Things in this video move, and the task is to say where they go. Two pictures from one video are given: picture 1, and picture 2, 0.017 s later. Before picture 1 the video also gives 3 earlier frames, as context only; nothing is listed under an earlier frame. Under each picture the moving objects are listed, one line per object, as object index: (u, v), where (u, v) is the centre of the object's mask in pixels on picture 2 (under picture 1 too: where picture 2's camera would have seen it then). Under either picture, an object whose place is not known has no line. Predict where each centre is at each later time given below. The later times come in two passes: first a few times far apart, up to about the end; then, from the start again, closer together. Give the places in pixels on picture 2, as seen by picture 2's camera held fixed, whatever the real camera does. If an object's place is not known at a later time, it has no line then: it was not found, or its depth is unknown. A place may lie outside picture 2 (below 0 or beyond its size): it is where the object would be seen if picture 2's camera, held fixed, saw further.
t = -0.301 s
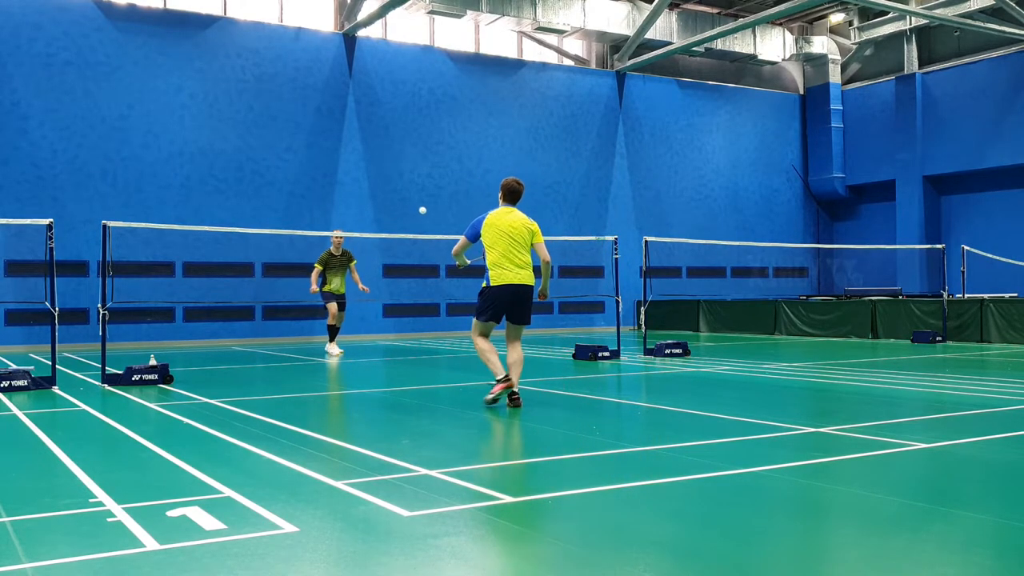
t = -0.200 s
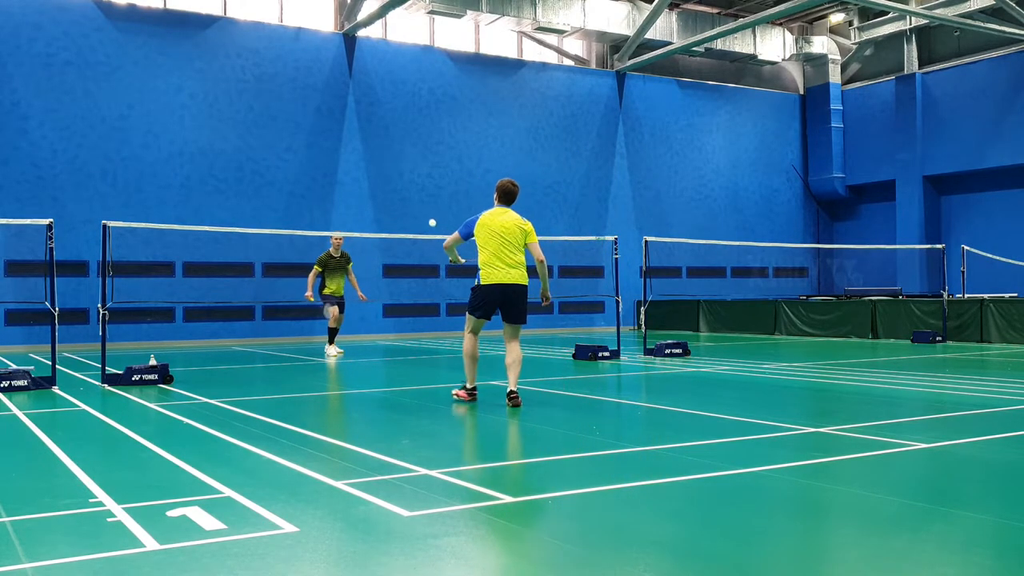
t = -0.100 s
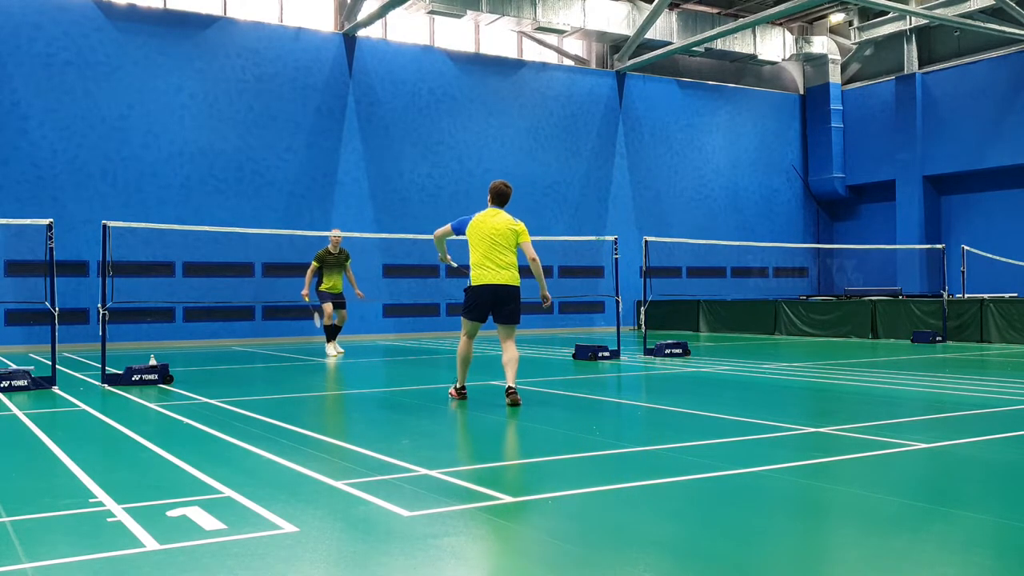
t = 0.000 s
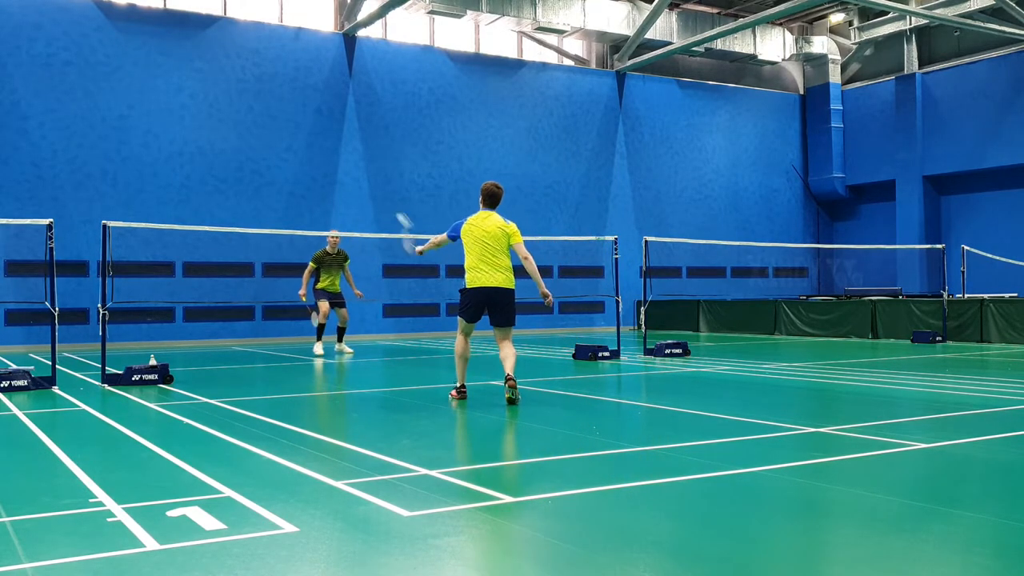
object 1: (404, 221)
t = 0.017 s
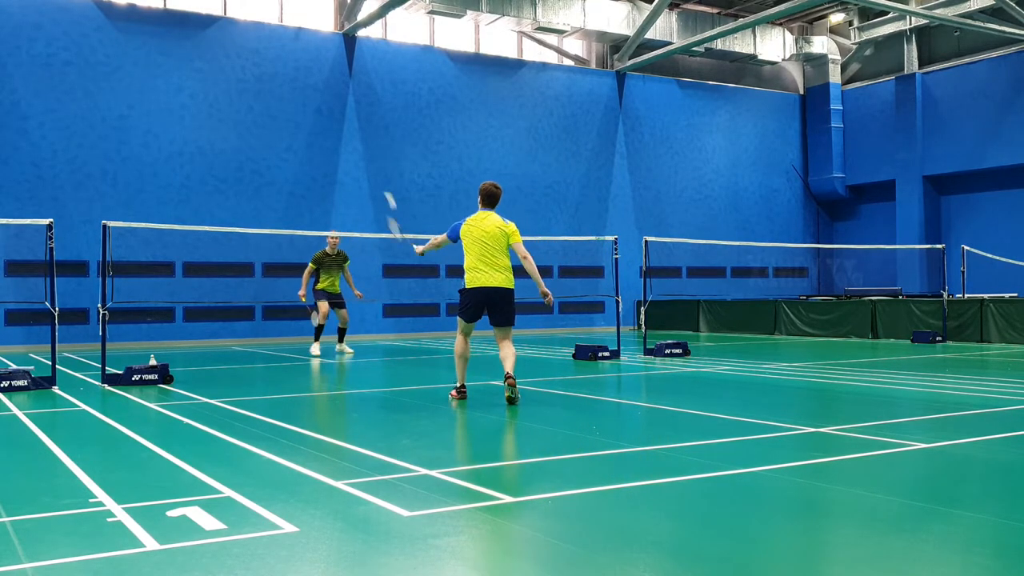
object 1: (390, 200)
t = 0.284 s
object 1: (234, 59)
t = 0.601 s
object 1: (164, 46)
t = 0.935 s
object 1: (127, 102)
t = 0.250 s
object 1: (246, 67)
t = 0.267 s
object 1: (240, 63)
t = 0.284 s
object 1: (234, 59)
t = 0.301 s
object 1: (229, 56)
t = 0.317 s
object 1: (224, 54)
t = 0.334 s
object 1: (219, 51)
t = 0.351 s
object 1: (214, 49)
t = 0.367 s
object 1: (210, 47)
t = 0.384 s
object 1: (206, 46)
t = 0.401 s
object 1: (202, 44)
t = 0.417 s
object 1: (198, 43)
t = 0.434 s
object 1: (194, 42)
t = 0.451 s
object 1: (191, 42)
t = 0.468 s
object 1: (187, 42)
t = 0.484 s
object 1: (184, 42)
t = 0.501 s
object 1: (181, 42)
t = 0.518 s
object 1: (178, 42)
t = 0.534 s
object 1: (175, 42)
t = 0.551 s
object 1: (172, 43)
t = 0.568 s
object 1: (169, 44)
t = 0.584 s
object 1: (167, 45)
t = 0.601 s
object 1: (164, 46)
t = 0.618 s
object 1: (161, 48)
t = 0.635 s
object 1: (159, 49)
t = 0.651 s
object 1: (157, 51)
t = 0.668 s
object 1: (154, 53)
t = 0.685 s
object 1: (152, 55)
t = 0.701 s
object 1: (150, 57)
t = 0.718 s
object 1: (148, 59)
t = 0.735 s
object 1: (146, 62)
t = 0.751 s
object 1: (144, 65)
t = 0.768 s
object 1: (142, 68)
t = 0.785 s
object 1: (140, 70)
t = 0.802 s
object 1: (138, 74)
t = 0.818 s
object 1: (137, 76)
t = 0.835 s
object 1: (135, 80)
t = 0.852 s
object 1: (134, 83)
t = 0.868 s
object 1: (132, 87)
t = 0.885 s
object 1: (130, 90)
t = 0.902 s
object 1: (129, 94)
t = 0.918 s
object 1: (128, 98)
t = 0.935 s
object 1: (127, 102)
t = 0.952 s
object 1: (125, 106)
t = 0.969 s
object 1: (124, 110)
